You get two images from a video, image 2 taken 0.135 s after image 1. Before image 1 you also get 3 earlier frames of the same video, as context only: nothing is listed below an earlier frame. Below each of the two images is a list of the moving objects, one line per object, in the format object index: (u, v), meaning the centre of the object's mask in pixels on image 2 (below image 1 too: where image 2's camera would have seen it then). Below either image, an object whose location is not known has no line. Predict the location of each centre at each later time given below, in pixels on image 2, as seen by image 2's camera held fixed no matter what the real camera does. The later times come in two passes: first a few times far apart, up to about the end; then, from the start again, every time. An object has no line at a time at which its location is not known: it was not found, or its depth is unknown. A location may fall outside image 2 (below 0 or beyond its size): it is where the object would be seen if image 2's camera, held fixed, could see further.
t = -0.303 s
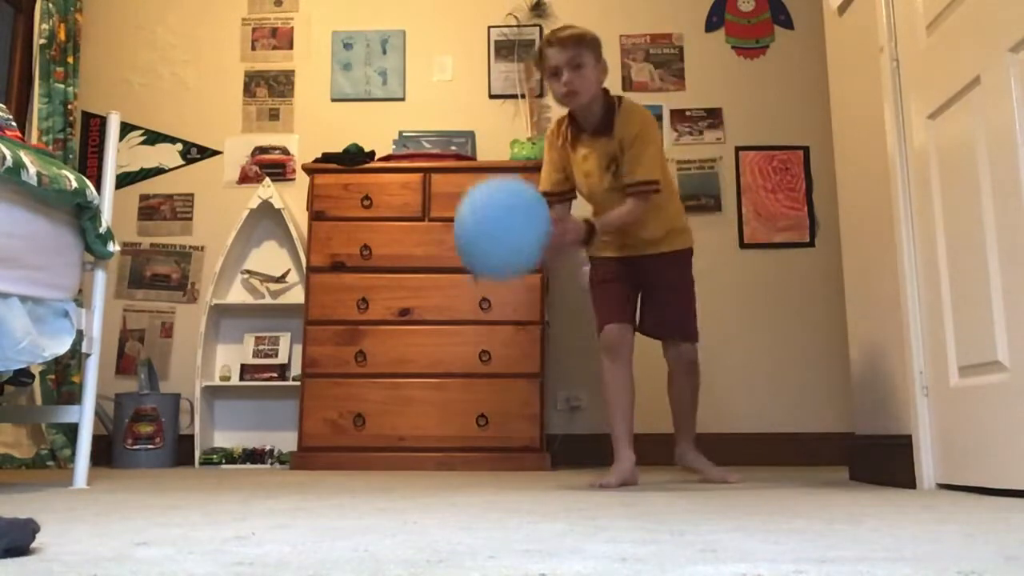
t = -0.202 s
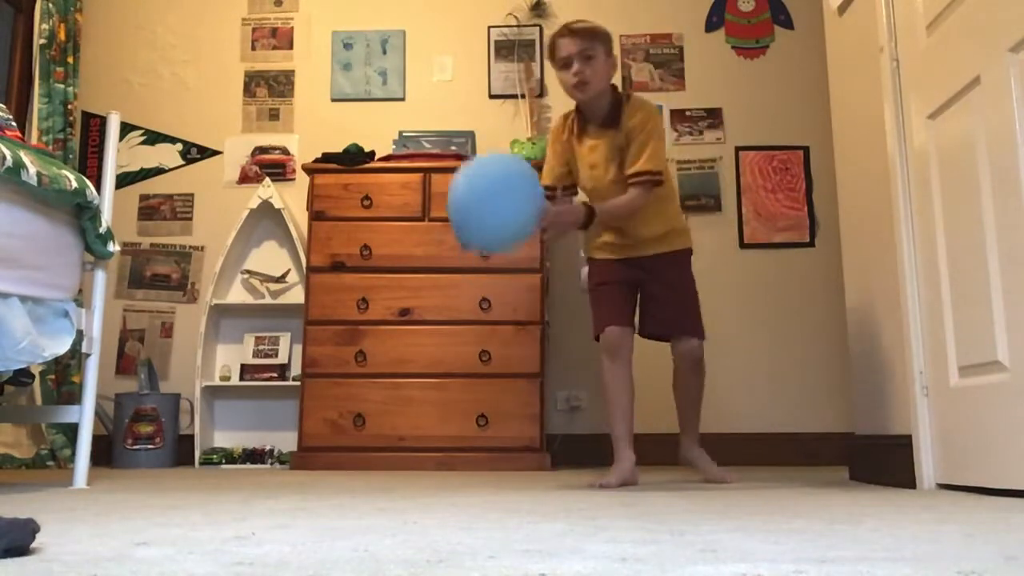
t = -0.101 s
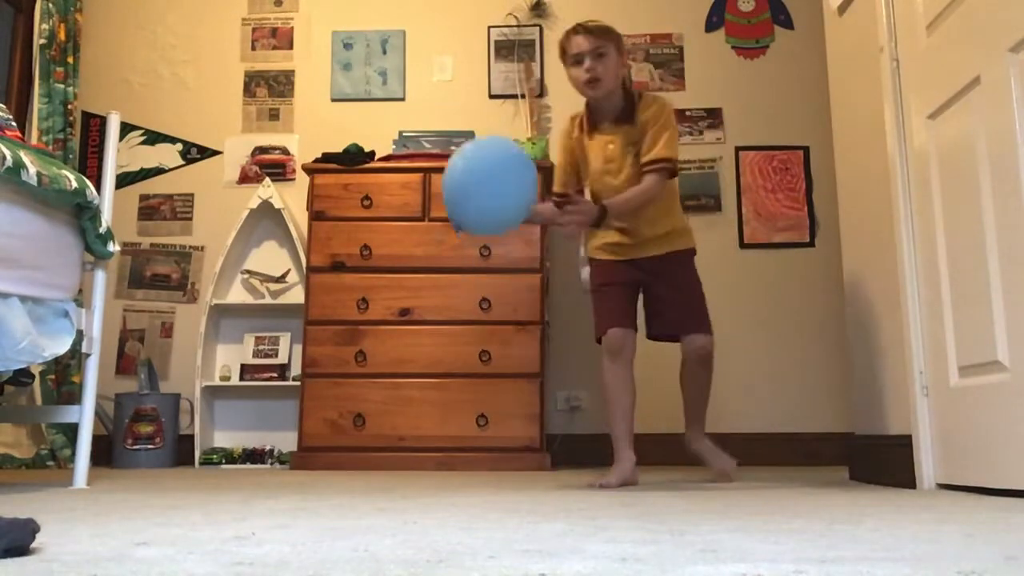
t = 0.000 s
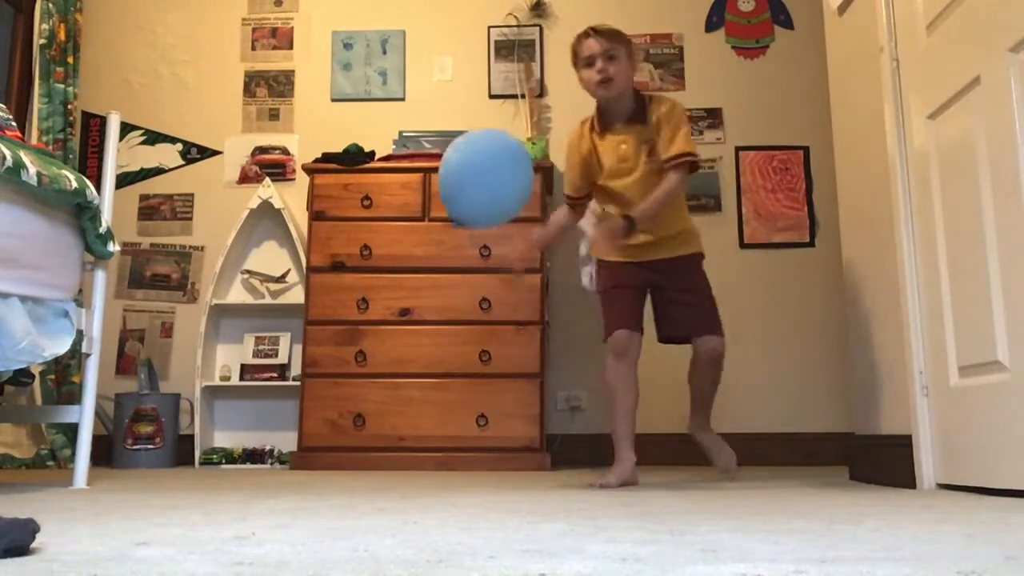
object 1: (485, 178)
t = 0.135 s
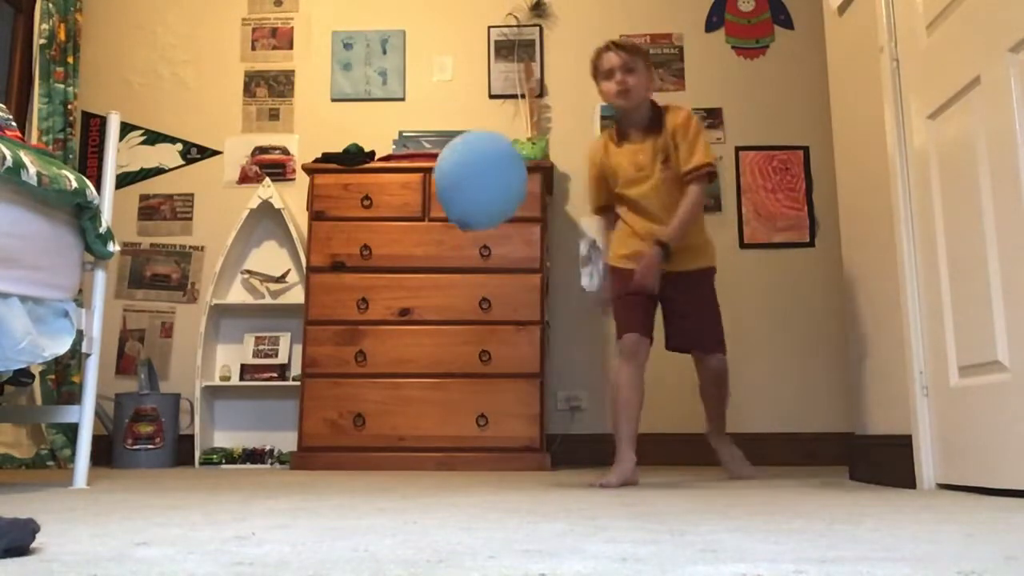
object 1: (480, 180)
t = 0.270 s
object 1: (476, 193)
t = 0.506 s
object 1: (471, 243)
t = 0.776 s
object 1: (471, 339)
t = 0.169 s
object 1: (479, 182)
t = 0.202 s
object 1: (478, 185)
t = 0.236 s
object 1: (477, 189)
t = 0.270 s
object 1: (476, 193)
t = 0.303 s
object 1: (474, 198)
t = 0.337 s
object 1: (474, 205)
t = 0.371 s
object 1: (473, 211)
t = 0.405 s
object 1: (472, 217)
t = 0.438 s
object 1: (472, 226)
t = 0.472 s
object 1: (471, 234)
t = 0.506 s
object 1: (471, 243)
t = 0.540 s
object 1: (470, 253)
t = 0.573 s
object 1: (471, 263)
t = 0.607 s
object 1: (470, 274)
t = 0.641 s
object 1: (470, 286)
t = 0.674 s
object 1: (470, 298)
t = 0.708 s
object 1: (471, 311)
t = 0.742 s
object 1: (471, 325)
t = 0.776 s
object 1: (471, 339)
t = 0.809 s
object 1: (472, 355)
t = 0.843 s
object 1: (473, 369)
